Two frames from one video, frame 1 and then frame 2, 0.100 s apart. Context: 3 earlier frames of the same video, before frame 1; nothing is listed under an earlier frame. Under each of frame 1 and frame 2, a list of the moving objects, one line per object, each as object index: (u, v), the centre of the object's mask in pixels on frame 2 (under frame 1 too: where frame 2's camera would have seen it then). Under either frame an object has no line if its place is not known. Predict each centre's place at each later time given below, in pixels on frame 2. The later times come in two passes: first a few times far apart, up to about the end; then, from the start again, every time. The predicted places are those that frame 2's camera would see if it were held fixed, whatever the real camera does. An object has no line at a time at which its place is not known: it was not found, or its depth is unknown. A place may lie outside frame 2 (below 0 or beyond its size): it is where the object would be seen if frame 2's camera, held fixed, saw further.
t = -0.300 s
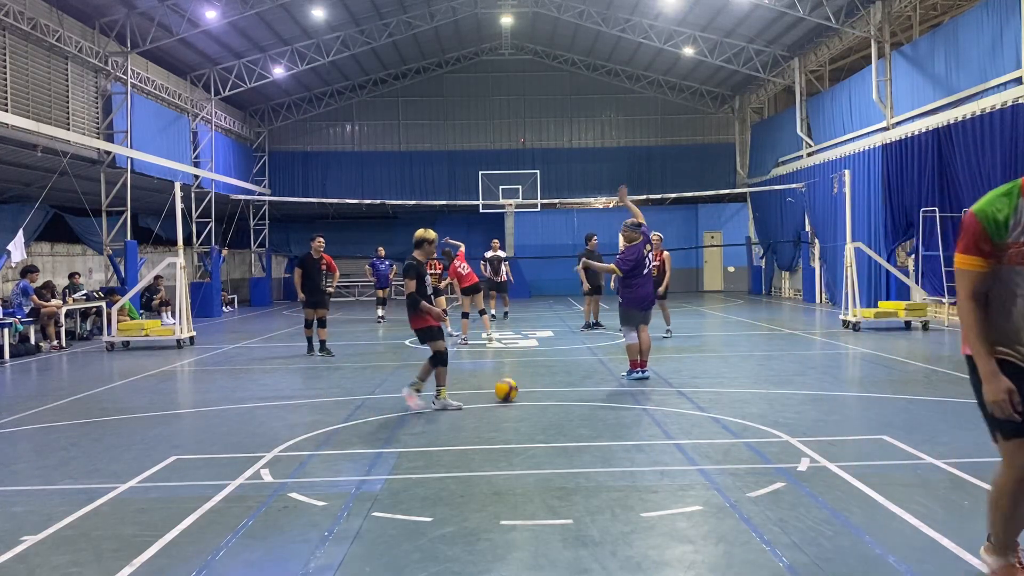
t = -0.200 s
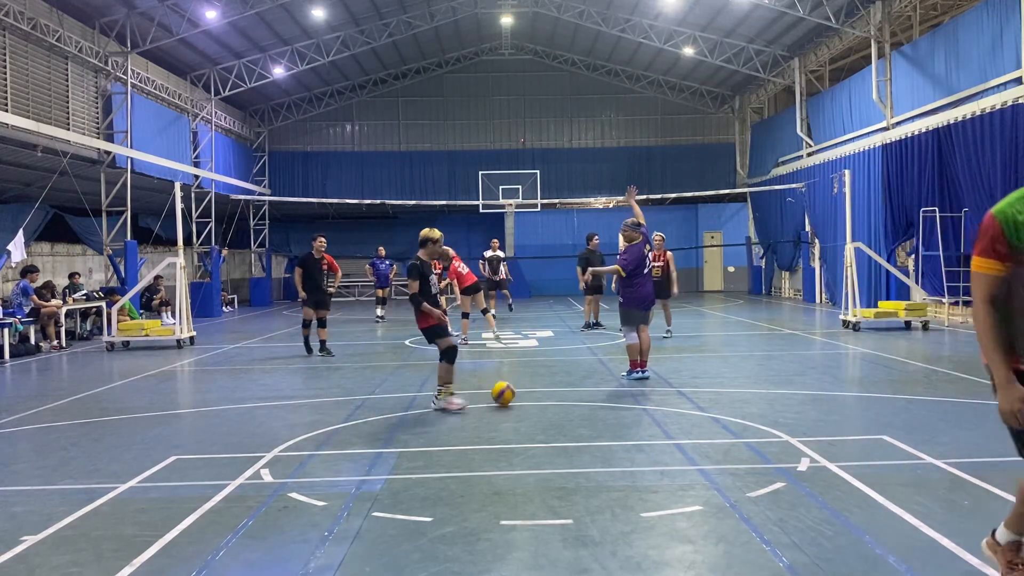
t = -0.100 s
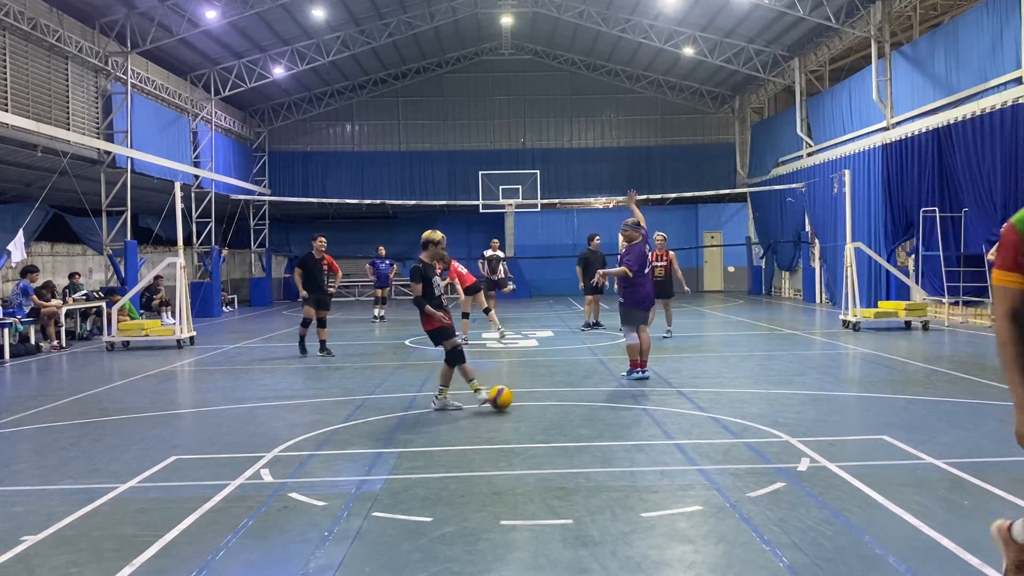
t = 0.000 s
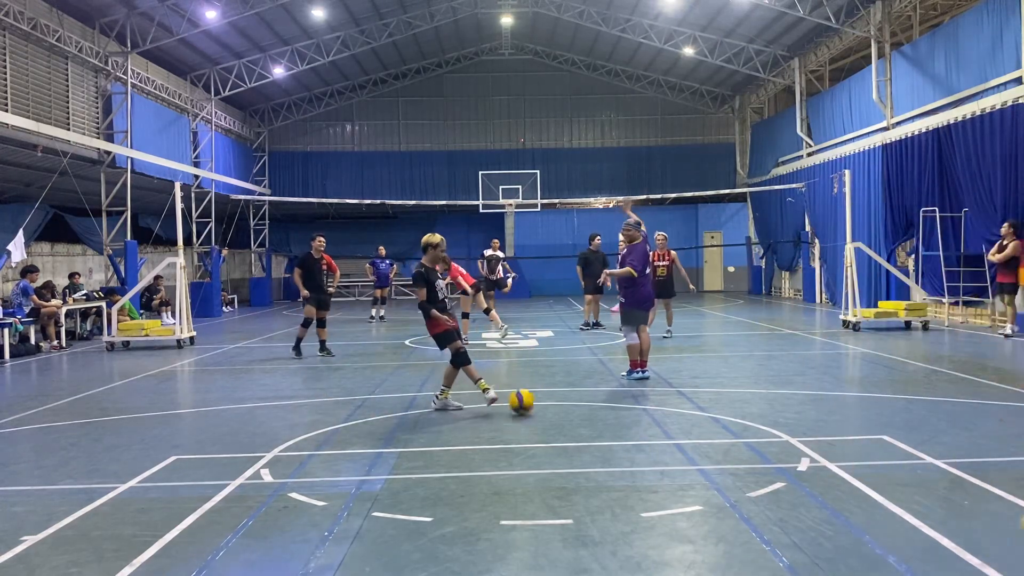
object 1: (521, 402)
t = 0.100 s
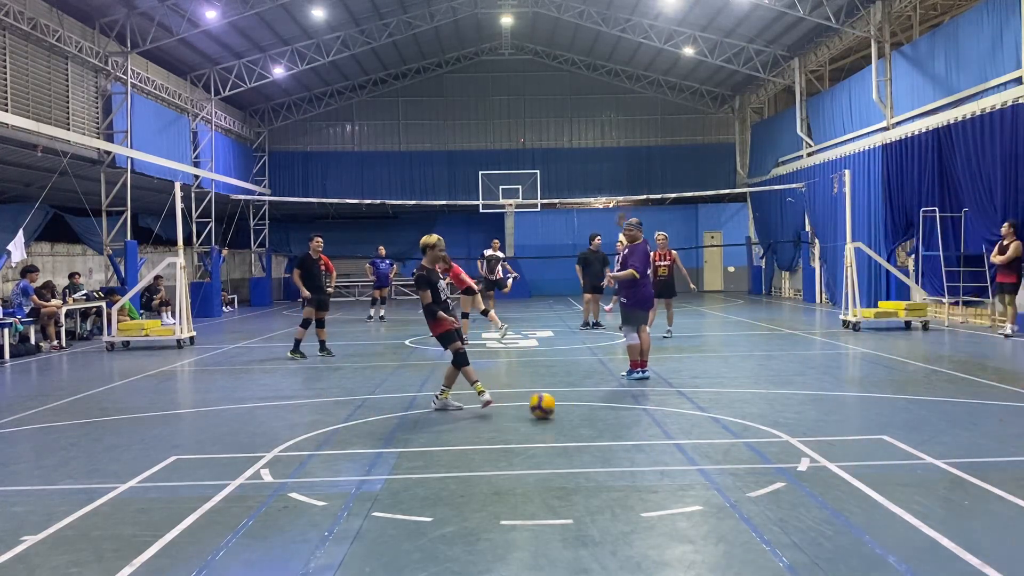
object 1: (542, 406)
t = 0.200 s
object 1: (559, 409)
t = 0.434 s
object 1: (601, 419)
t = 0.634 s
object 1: (641, 427)
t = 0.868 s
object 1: (692, 438)
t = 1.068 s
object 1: (739, 450)
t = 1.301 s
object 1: (803, 464)
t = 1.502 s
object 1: (865, 478)
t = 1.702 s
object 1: (934, 495)
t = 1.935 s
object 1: (1013, 513)
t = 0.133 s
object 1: (548, 407)
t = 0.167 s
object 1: (554, 408)
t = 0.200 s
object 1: (559, 409)
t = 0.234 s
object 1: (565, 411)
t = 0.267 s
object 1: (571, 412)
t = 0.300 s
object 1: (577, 413)
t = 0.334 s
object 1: (583, 414)
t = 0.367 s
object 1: (589, 415)
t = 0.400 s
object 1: (595, 417)
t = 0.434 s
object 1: (601, 419)
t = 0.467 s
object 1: (608, 420)
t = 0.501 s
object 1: (614, 421)
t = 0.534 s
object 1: (620, 422)
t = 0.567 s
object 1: (627, 424)
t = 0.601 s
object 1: (634, 425)
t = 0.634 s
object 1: (641, 427)
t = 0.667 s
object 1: (648, 428)
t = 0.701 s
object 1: (655, 430)
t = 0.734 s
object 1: (661, 432)
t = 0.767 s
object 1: (669, 433)
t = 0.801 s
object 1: (677, 435)
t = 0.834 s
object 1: (684, 436)
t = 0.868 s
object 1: (692, 438)
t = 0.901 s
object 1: (699, 440)
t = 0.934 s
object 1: (707, 442)
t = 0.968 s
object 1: (715, 444)
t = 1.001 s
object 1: (723, 445)
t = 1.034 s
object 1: (731, 448)
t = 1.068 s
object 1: (739, 450)
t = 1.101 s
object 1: (748, 452)
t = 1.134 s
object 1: (757, 453)
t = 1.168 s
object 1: (766, 455)
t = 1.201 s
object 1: (775, 458)
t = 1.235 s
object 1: (784, 459)
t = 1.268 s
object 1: (794, 461)
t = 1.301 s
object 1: (803, 464)
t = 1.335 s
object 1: (813, 466)
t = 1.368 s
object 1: (823, 469)
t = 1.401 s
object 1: (833, 471)
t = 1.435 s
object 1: (843, 473)
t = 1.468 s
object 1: (853, 475)
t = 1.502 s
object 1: (865, 478)
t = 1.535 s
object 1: (876, 481)
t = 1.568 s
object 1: (887, 483)
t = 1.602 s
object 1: (898, 486)
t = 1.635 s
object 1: (910, 489)
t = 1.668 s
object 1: (921, 492)
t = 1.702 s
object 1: (934, 495)
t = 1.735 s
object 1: (946, 497)
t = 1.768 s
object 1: (958, 500)
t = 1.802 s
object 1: (972, 503)
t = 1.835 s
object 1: (985, 506)
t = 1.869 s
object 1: (999, 509)
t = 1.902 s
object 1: (1007, 513)
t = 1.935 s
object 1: (1013, 513)
